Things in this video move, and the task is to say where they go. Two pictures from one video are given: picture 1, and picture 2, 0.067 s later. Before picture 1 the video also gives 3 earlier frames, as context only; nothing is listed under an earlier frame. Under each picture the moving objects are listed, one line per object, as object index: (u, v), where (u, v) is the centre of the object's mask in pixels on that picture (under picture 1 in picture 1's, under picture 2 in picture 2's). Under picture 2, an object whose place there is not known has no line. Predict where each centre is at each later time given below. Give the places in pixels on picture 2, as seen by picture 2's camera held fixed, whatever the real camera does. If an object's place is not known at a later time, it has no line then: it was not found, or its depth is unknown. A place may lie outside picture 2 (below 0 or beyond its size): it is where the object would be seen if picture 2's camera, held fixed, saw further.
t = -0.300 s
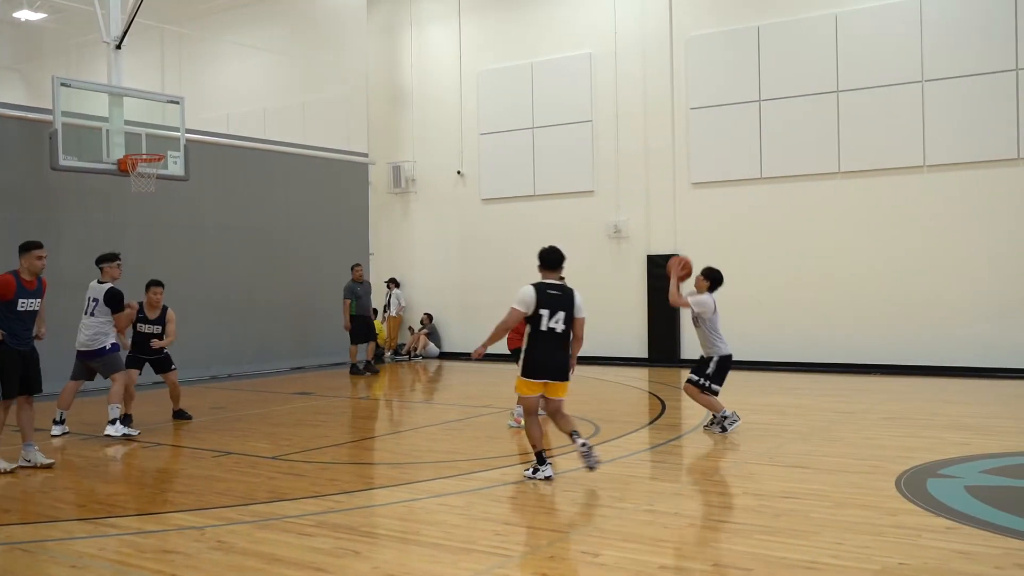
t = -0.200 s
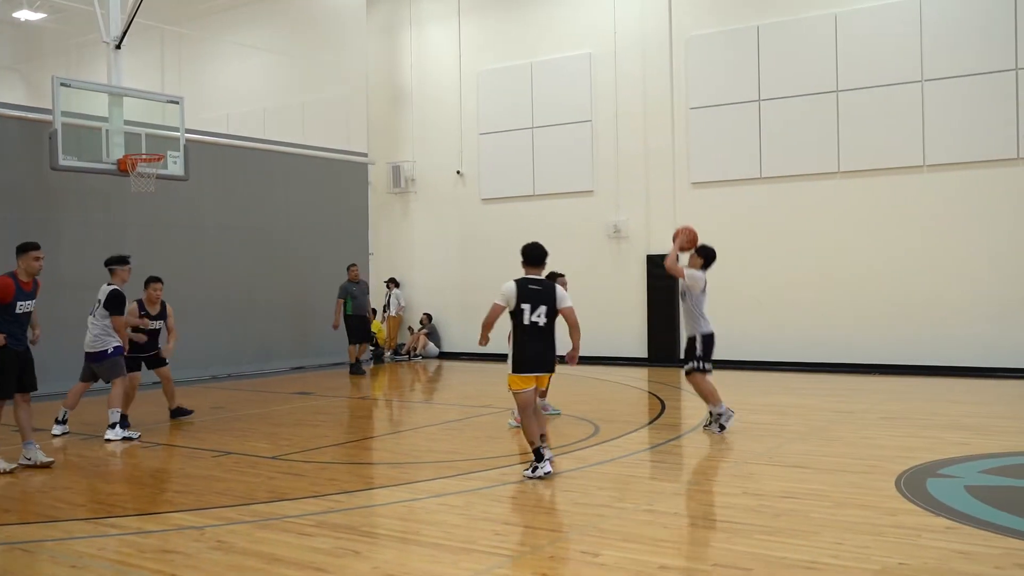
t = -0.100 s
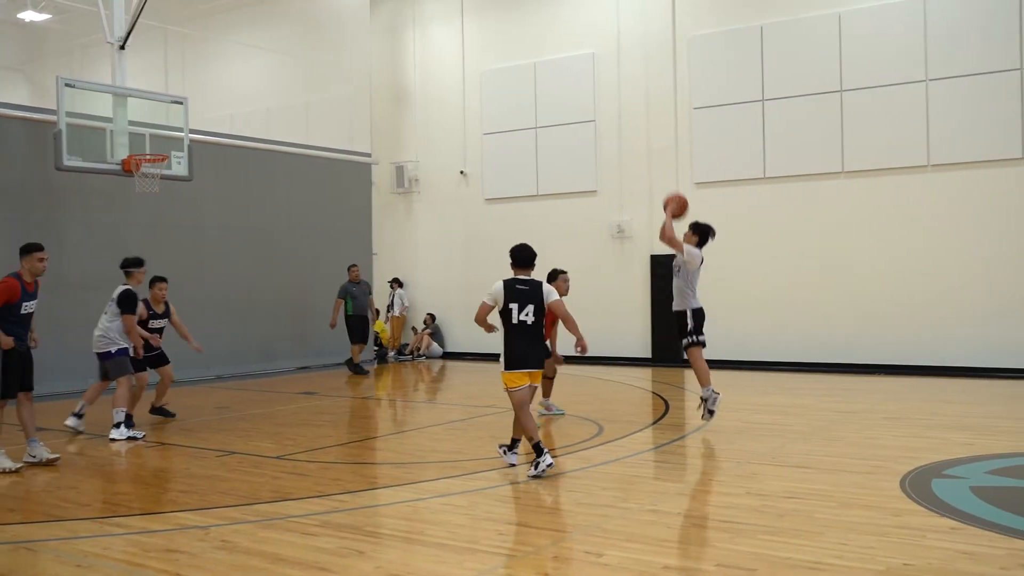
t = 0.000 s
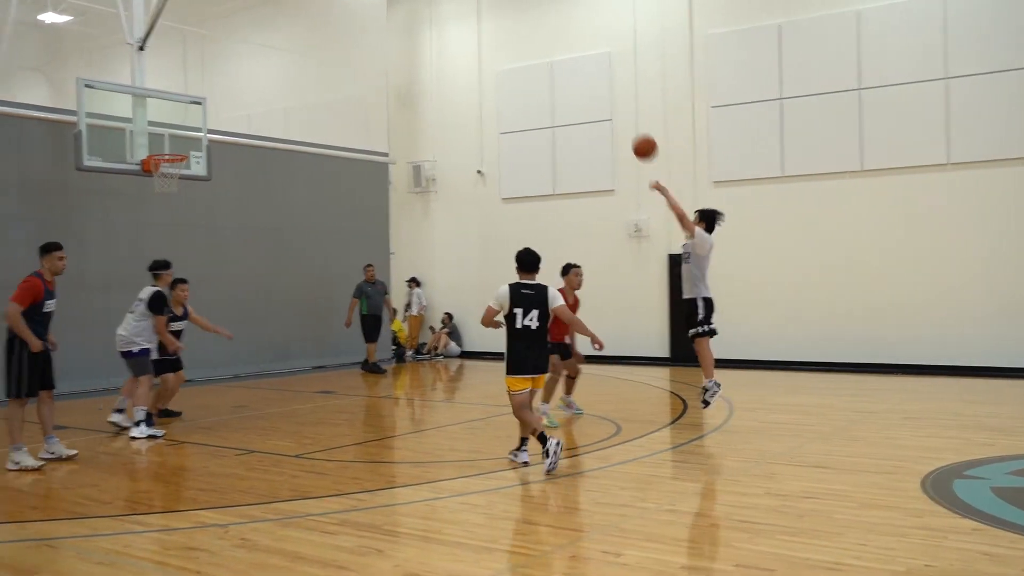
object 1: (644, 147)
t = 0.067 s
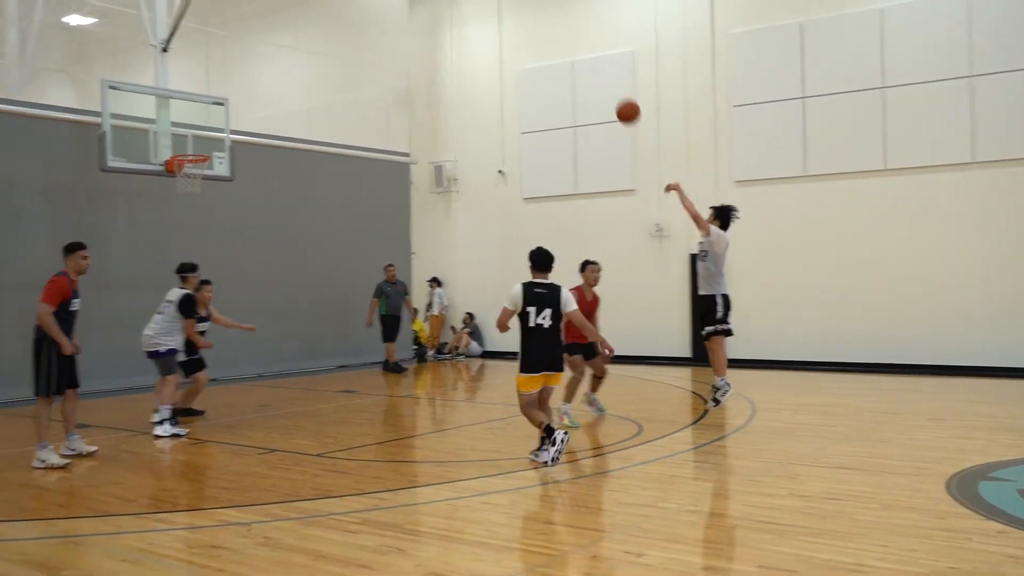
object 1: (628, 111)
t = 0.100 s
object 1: (609, 96)
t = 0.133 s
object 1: (591, 81)
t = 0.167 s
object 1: (573, 69)
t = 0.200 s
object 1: (556, 58)
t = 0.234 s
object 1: (539, 48)
